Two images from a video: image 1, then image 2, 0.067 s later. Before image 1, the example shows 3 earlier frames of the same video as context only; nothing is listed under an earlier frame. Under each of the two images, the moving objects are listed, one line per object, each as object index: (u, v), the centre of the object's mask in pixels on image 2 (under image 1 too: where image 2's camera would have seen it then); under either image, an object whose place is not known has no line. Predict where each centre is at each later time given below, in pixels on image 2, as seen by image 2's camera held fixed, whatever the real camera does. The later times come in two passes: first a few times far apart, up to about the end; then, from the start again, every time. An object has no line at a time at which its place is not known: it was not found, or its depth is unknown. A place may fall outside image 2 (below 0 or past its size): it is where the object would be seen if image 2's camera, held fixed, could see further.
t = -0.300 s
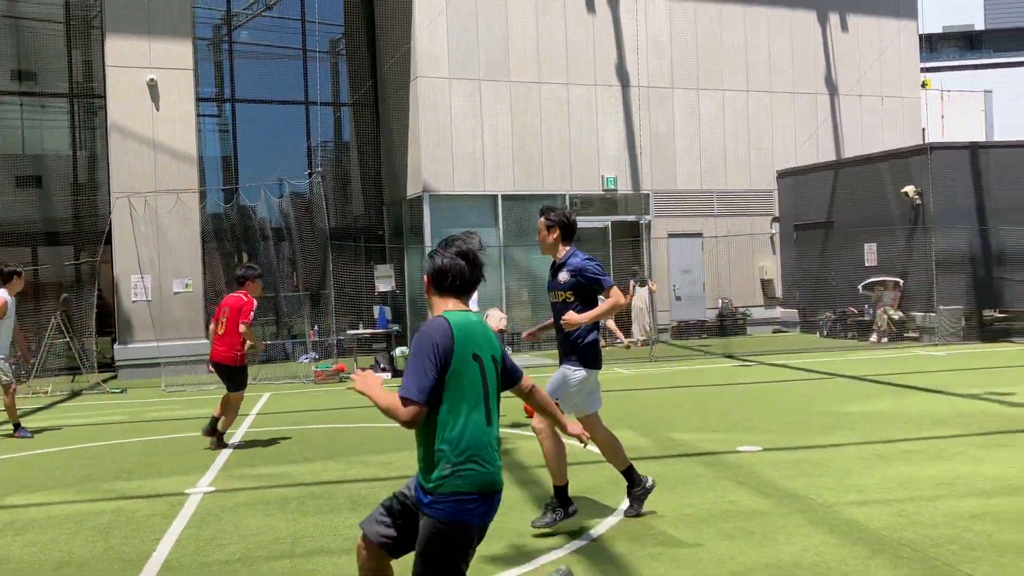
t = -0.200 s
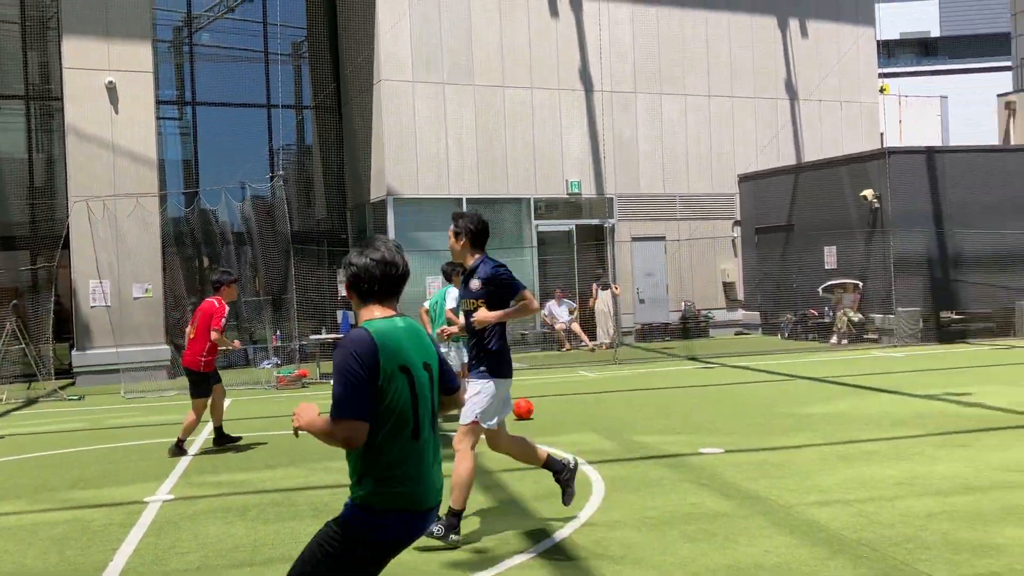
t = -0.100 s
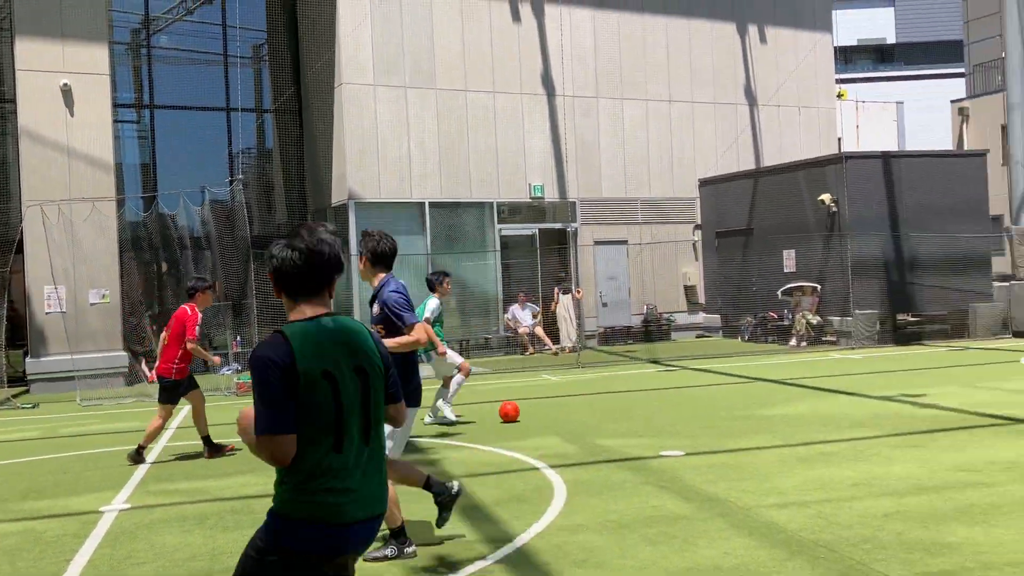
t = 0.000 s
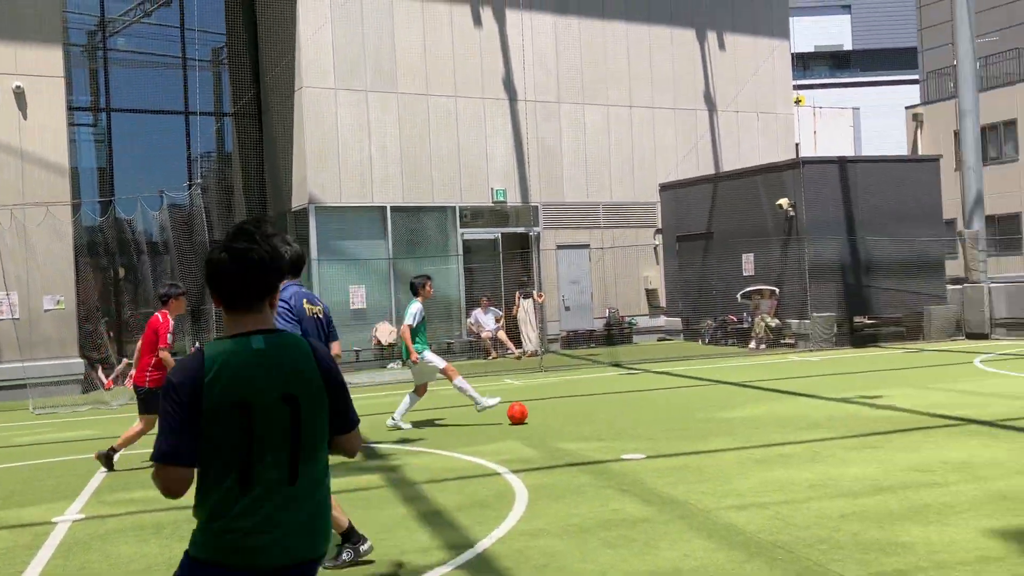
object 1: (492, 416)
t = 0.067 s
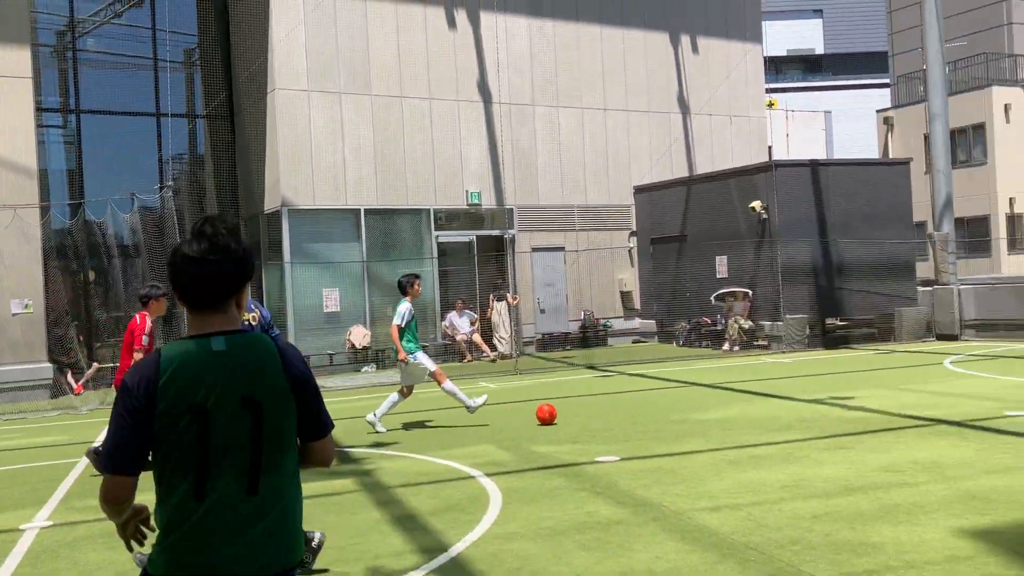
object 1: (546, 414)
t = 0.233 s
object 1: (670, 408)
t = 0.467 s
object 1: (817, 399)
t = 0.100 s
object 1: (572, 413)
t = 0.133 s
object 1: (598, 412)
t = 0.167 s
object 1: (622, 410)
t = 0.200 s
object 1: (646, 409)
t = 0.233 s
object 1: (670, 408)
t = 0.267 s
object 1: (693, 407)
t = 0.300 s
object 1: (715, 406)
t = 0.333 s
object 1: (736, 404)
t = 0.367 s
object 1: (757, 403)
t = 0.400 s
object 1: (778, 402)
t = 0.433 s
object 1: (798, 400)
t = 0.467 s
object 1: (817, 399)
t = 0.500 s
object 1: (836, 399)
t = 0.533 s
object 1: (855, 398)
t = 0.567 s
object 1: (873, 397)
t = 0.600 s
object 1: (892, 396)
